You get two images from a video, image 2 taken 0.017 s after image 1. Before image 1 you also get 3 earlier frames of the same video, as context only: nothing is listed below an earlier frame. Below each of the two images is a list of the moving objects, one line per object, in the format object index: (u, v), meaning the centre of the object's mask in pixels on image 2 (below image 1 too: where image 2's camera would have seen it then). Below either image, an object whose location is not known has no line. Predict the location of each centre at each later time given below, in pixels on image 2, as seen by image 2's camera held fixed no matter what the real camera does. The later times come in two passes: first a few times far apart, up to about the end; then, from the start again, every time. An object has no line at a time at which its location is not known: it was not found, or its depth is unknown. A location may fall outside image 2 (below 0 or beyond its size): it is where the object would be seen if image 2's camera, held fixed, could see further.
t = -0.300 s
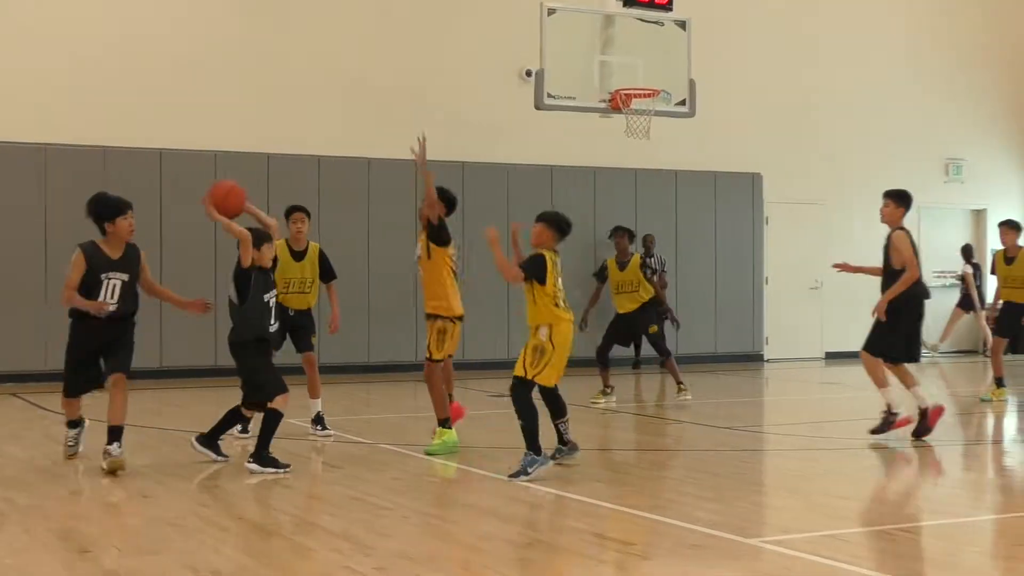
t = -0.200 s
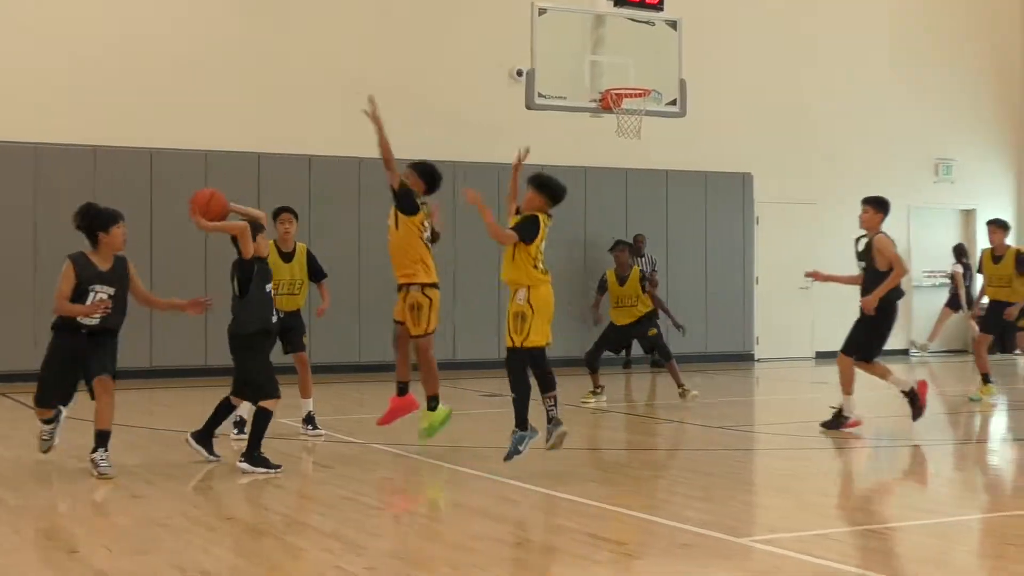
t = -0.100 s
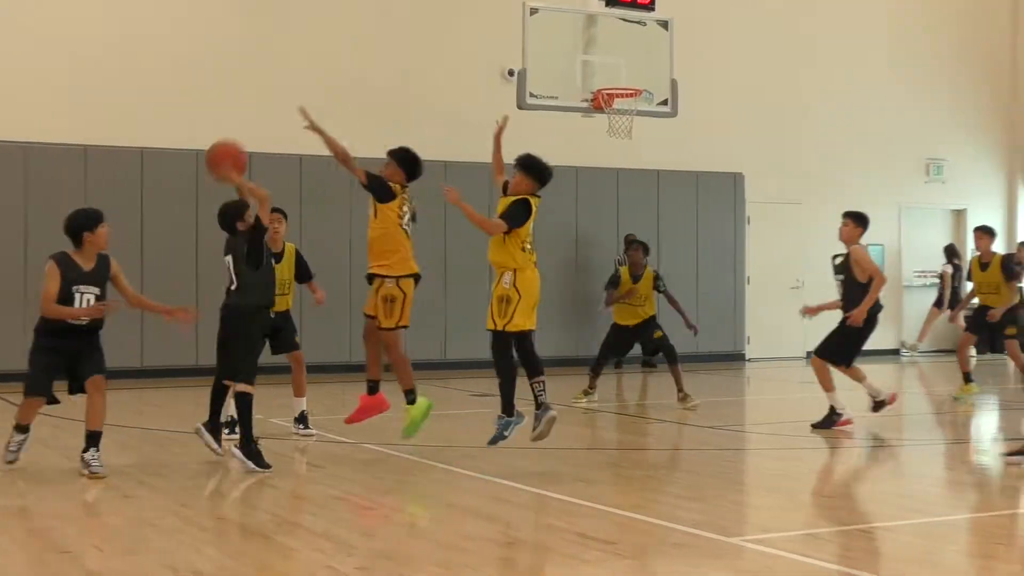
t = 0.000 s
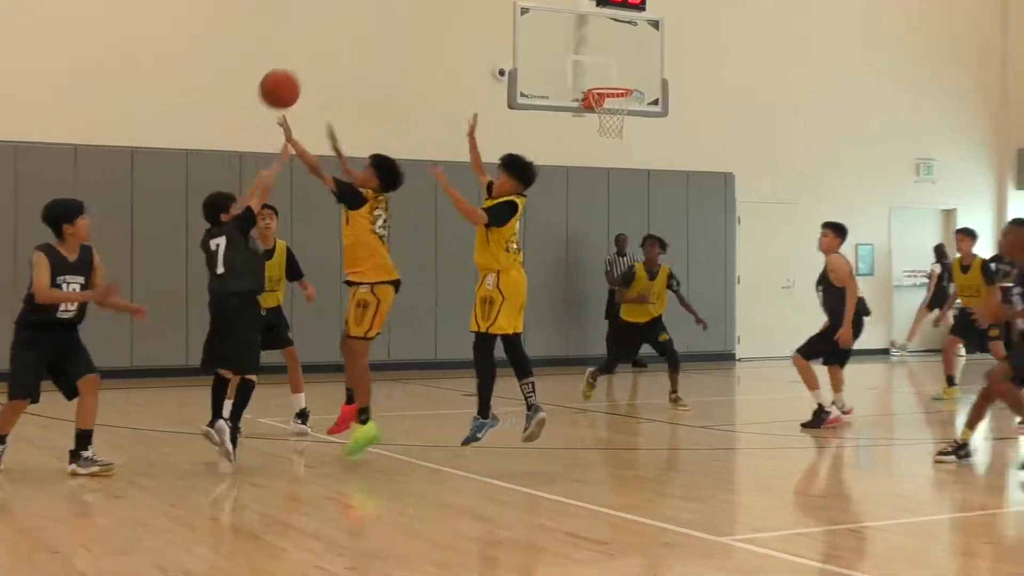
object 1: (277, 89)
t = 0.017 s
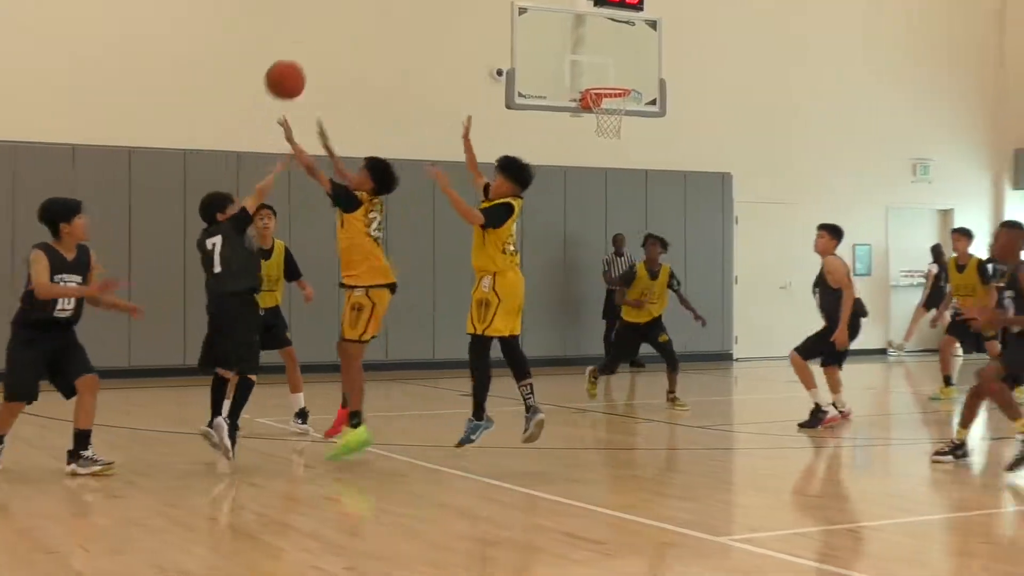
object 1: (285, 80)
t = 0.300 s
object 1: (412, 8)
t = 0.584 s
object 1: (524, 40)
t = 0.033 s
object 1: (293, 70)
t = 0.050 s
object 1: (301, 62)
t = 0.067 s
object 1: (308, 54)
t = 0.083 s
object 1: (316, 47)
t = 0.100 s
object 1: (324, 40)
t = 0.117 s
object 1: (332, 34)
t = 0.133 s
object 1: (339, 29)
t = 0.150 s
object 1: (347, 23)
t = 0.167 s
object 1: (354, 19)
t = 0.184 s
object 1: (362, 16)
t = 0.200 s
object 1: (369, 14)
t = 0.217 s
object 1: (377, 12)
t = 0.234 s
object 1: (384, 11)
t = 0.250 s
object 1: (391, 10)
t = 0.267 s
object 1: (398, 9)
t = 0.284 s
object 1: (405, 8)
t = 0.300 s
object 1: (412, 8)
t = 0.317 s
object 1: (419, 7)
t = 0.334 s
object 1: (426, 7)
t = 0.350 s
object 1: (433, 7)
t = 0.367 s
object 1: (440, 7)
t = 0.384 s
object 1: (446, 8)
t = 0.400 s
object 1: (453, 8)
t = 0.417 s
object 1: (459, 9)
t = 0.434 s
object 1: (466, 10)
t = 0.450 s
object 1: (473, 11)
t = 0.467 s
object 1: (479, 13)
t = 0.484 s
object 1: (486, 14)
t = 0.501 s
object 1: (492, 16)
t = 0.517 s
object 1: (498, 19)
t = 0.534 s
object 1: (505, 24)
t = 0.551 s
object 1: (512, 29)
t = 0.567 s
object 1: (518, 34)
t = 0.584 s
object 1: (524, 40)
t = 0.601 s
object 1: (530, 46)
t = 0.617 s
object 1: (537, 52)
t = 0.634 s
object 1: (543, 59)
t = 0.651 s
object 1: (549, 66)
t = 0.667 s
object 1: (555, 74)
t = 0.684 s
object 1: (560, 82)
